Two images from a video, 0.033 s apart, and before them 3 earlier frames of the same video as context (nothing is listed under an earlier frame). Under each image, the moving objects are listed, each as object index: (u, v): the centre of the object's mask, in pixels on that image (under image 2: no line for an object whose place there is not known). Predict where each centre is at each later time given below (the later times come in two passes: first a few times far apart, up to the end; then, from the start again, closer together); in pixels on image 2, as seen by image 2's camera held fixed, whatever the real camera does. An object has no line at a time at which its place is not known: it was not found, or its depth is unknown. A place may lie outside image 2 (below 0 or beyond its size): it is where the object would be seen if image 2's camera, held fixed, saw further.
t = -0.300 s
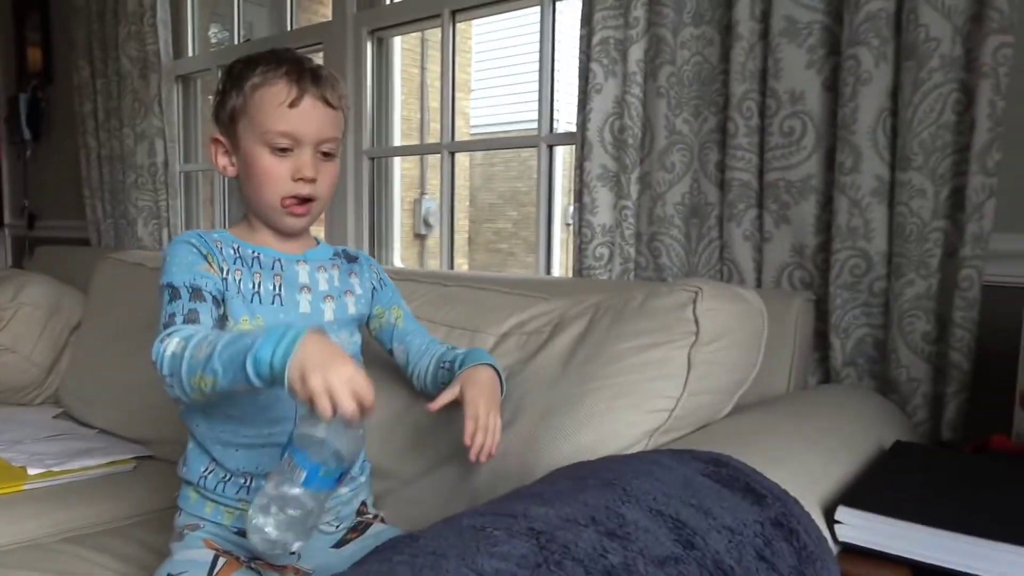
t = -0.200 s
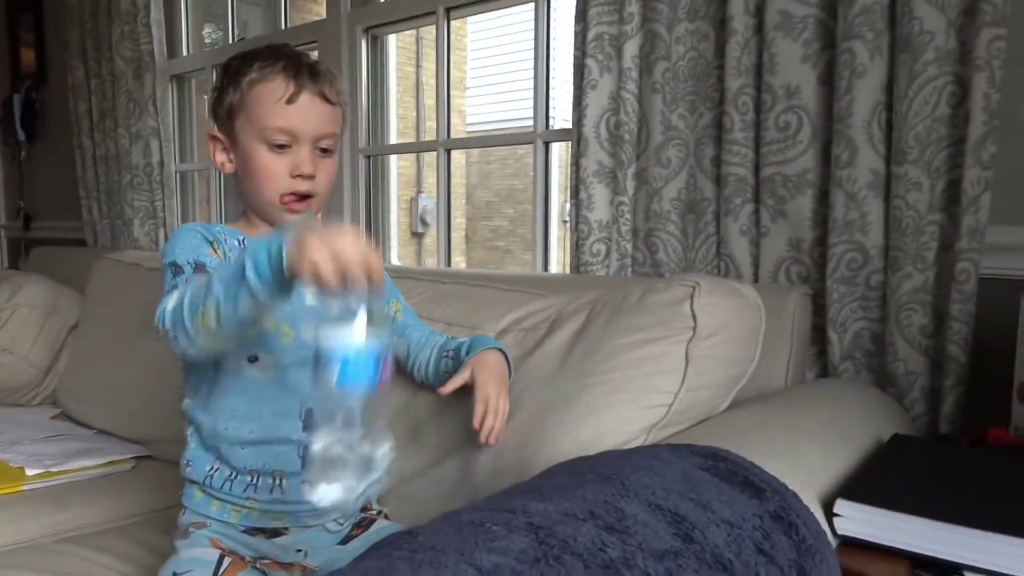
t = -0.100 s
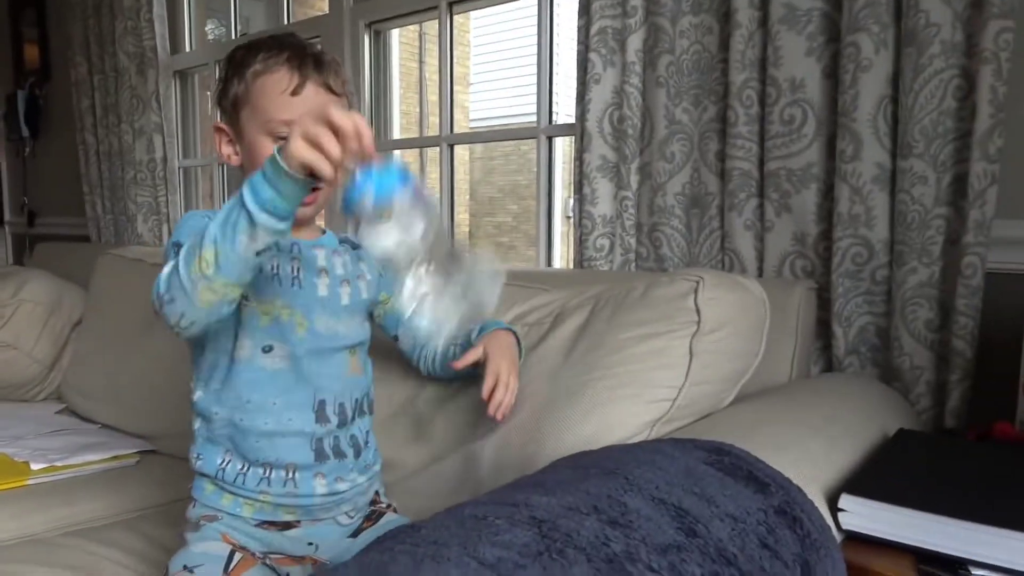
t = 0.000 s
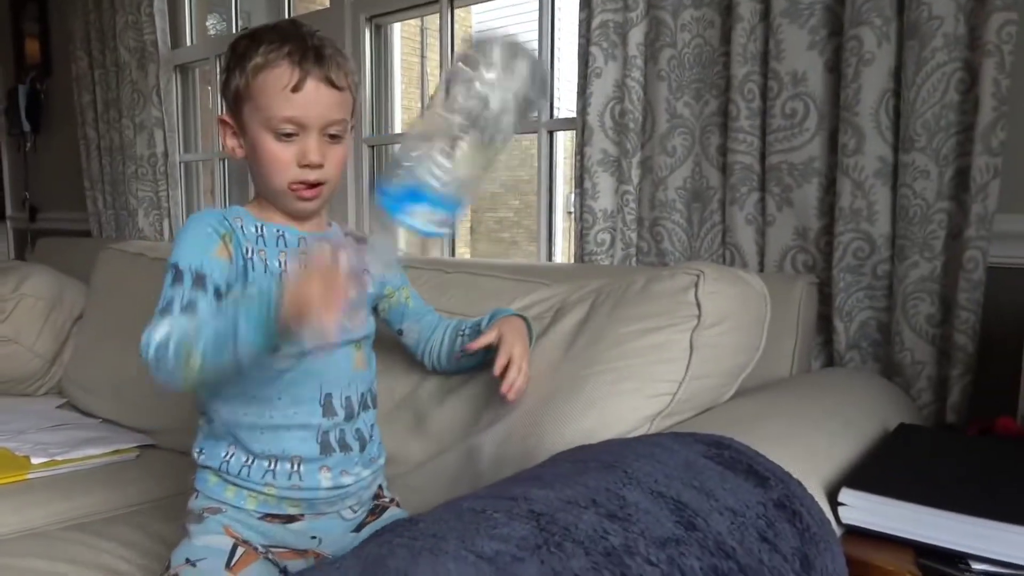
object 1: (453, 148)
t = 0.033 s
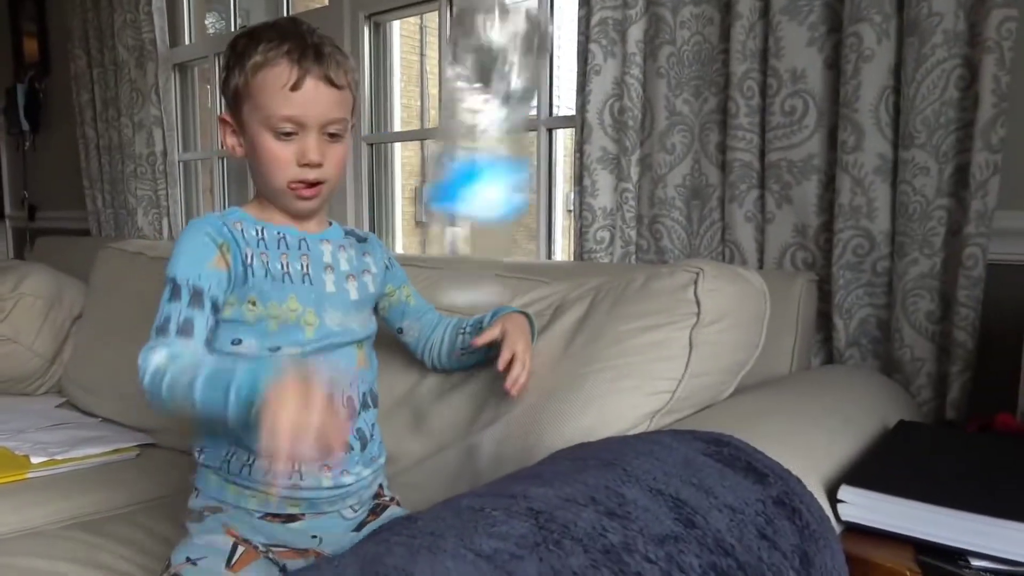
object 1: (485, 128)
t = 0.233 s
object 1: (564, 163)
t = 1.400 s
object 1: (501, 360)
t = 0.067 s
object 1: (530, 119)
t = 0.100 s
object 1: (584, 85)
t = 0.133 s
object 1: (597, 52)
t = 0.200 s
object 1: (563, 112)
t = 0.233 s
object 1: (564, 163)
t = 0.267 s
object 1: (564, 250)
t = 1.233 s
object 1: (498, 355)
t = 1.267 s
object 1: (502, 361)
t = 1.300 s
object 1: (502, 359)
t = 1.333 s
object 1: (502, 360)
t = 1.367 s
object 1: (502, 360)
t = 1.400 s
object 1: (501, 360)
